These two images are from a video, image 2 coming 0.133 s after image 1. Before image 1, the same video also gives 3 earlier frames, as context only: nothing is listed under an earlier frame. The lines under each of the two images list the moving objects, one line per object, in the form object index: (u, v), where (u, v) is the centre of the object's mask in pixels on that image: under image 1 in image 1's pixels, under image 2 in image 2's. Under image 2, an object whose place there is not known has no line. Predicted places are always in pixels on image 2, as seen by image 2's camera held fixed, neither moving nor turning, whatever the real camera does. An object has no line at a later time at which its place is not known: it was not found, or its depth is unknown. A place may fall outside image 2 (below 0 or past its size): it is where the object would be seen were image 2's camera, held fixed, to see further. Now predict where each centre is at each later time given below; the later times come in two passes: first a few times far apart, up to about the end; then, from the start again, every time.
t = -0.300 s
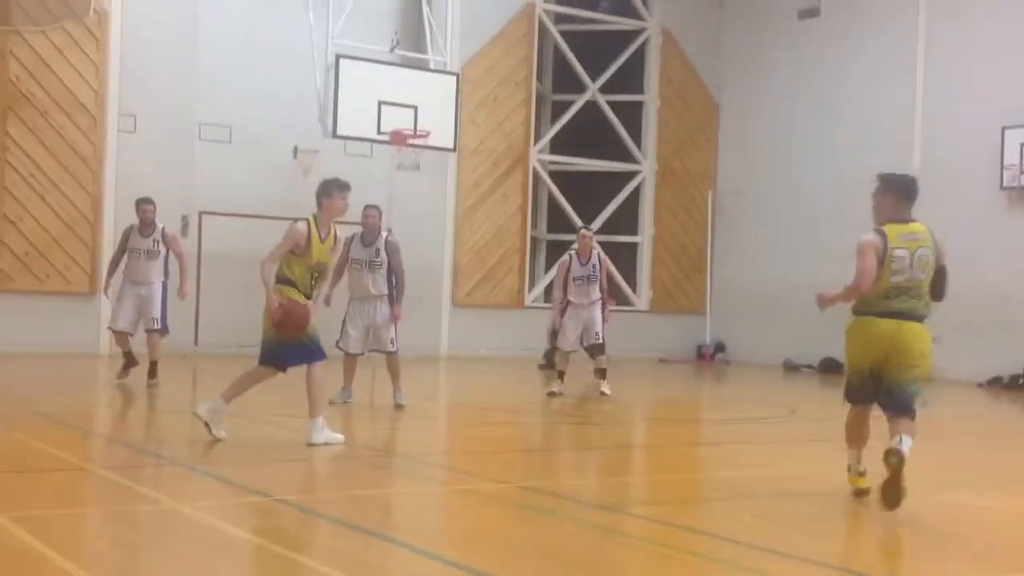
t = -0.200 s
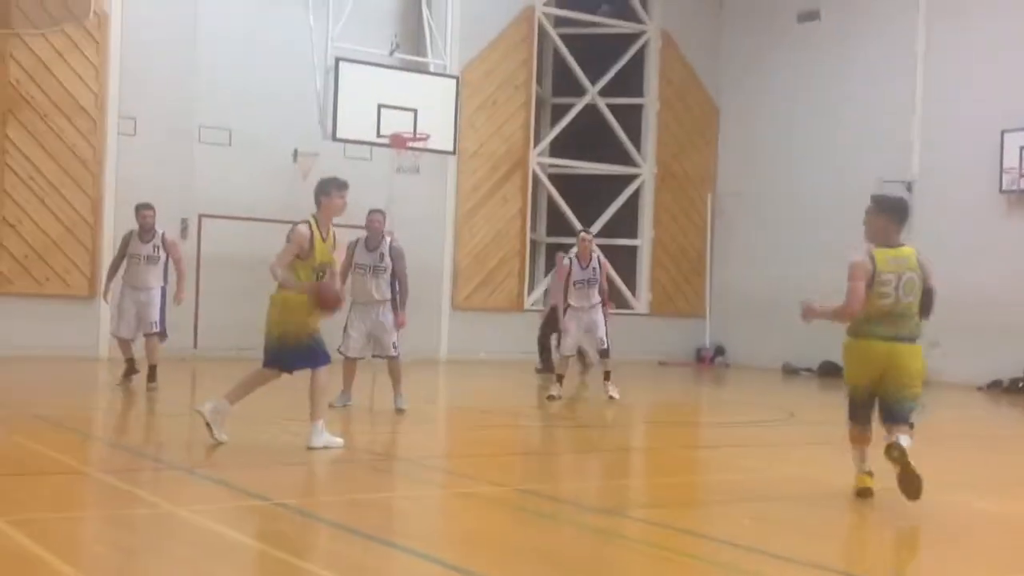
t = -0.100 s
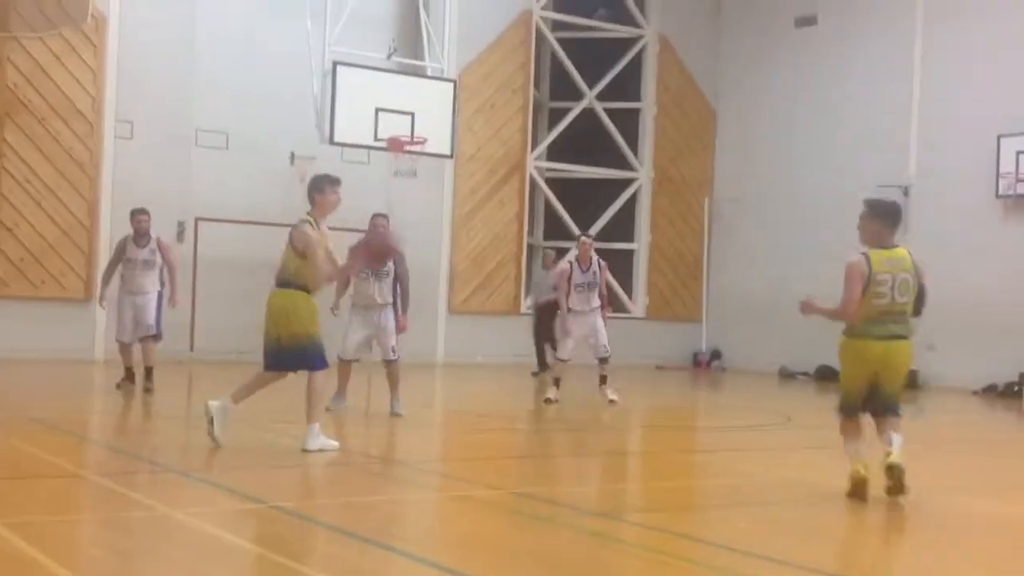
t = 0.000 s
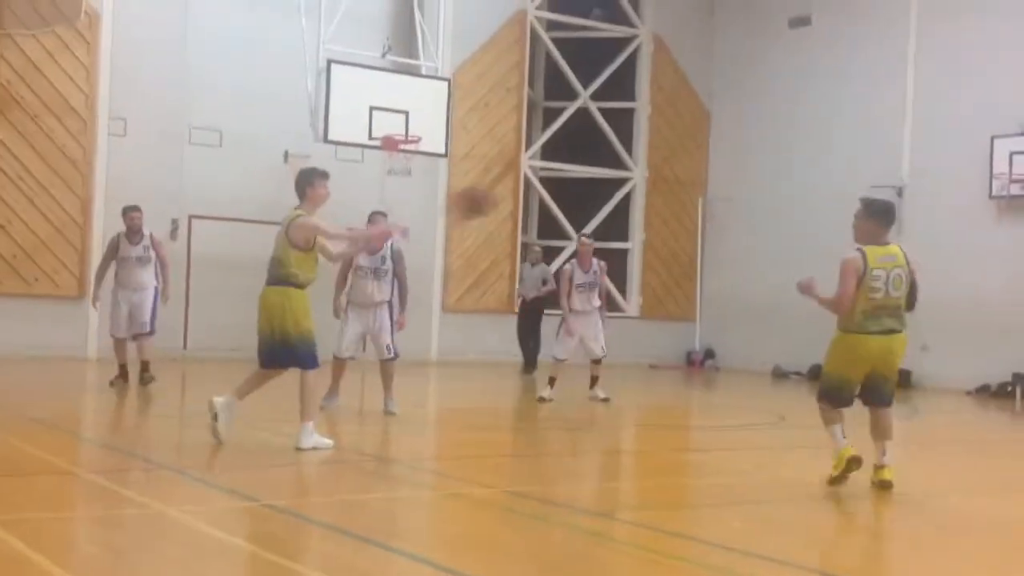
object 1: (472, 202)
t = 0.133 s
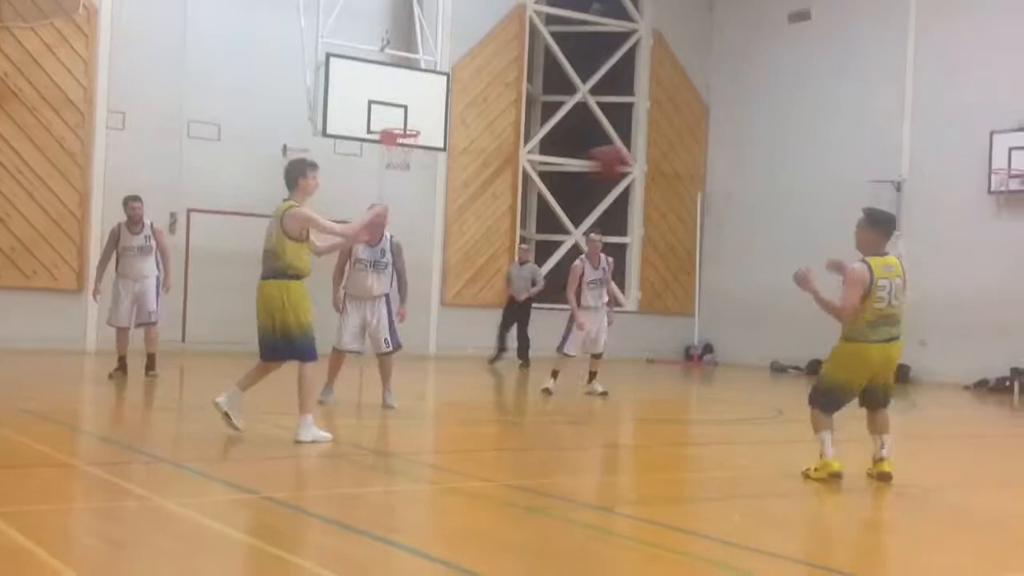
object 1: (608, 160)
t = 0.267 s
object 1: (732, 157)
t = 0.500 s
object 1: (925, 196)
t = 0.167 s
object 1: (642, 157)
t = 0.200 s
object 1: (670, 157)
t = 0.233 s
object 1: (700, 156)
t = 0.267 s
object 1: (732, 157)
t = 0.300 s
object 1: (760, 158)
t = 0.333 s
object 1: (790, 161)
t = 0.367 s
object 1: (817, 166)
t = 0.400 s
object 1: (845, 171)
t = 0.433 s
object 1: (873, 179)
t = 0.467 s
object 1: (900, 187)
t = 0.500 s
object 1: (925, 196)
